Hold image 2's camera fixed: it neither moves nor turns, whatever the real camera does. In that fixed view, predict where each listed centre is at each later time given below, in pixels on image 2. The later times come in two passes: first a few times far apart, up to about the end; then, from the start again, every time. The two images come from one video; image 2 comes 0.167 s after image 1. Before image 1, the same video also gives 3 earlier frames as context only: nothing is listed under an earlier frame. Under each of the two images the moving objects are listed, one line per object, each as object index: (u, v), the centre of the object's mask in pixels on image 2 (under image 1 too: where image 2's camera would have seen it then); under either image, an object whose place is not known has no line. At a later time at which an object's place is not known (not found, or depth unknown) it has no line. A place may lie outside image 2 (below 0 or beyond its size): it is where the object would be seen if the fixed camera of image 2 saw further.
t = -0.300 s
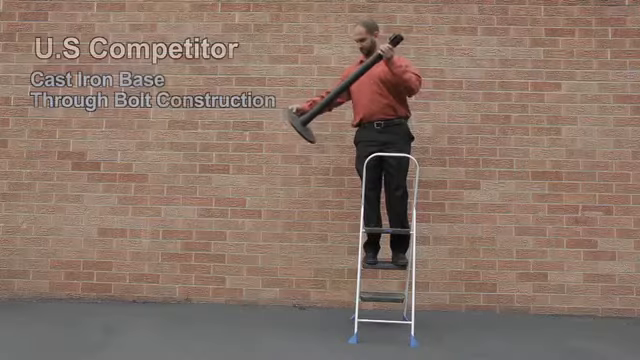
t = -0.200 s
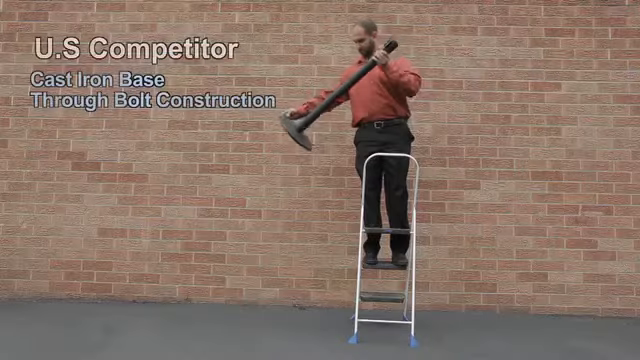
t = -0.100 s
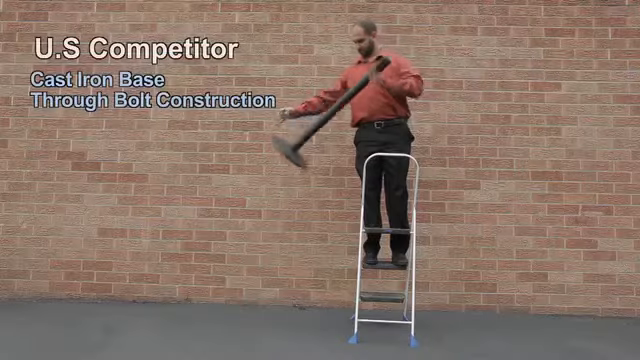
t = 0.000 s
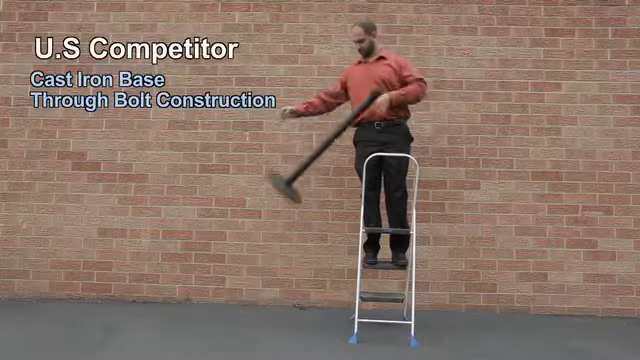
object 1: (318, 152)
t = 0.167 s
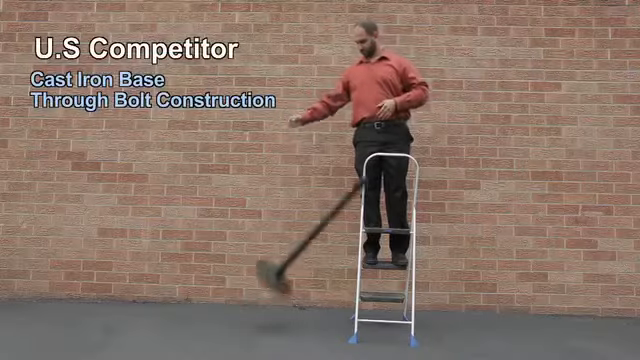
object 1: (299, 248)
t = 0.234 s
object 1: (297, 290)
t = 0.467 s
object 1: (262, 273)
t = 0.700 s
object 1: (239, 280)
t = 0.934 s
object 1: (229, 297)
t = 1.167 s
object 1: (220, 306)
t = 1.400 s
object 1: (214, 307)
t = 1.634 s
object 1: (215, 308)
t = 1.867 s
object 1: (216, 308)
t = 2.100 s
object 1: (215, 309)
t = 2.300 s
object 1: (215, 310)
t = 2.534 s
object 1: (213, 310)
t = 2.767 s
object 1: (210, 311)
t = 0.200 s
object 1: (291, 284)
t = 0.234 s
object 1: (297, 290)
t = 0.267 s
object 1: (292, 285)
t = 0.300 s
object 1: (288, 279)
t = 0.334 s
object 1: (284, 275)
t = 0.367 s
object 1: (278, 278)
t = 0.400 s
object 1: (273, 280)
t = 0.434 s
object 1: (269, 278)
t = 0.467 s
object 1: (262, 273)
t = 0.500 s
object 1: (256, 273)
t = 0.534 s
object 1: (253, 272)
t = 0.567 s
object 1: (250, 274)
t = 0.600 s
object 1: (246, 275)
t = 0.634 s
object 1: (244, 278)
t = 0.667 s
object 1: (241, 278)
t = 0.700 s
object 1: (239, 280)
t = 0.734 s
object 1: (238, 283)
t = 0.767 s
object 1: (235, 284)
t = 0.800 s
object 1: (234, 286)
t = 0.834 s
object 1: (232, 288)
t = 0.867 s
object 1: (232, 292)
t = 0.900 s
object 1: (230, 294)
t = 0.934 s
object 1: (229, 297)
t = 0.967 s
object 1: (227, 300)
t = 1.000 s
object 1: (228, 304)
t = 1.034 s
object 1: (224, 307)
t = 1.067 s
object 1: (225, 306)
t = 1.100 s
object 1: (224, 305)
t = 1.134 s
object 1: (222, 305)
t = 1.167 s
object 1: (220, 306)
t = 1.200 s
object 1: (215, 307)
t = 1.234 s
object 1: (215, 307)
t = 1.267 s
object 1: (214, 307)
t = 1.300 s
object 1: (214, 307)
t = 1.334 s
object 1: (214, 307)
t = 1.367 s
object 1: (214, 307)
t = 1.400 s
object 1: (214, 307)
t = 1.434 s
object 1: (215, 307)
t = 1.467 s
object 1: (215, 307)
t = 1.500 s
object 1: (215, 307)
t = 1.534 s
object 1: (215, 308)
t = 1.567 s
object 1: (215, 308)
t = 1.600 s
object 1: (215, 308)
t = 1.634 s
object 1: (215, 308)
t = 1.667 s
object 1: (215, 308)
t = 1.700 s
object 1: (215, 308)
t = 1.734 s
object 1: (216, 308)
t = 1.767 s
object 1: (216, 308)
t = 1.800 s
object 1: (215, 308)
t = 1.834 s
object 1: (216, 308)
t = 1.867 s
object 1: (216, 308)
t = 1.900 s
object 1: (216, 308)
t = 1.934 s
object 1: (215, 308)
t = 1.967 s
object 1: (215, 309)
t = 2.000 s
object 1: (215, 309)
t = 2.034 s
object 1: (216, 309)
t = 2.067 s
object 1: (215, 309)
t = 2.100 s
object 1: (215, 309)
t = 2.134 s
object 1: (215, 309)
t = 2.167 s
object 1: (215, 309)
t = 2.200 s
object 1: (215, 309)
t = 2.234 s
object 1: (215, 309)
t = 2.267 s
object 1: (215, 310)
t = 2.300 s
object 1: (215, 310)
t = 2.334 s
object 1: (215, 310)
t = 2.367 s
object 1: (214, 310)
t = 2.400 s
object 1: (215, 310)
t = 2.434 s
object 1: (214, 310)
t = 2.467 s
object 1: (214, 310)
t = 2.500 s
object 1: (213, 310)
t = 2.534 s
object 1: (213, 310)
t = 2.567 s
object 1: (213, 310)
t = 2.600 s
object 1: (213, 310)
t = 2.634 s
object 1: (212, 310)
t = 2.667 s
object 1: (212, 311)
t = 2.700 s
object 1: (212, 311)
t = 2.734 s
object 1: (211, 311)
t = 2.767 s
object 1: (210, 311)
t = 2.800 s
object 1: (210, 311)
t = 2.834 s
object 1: (210, 311)
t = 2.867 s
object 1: (210, 311)
